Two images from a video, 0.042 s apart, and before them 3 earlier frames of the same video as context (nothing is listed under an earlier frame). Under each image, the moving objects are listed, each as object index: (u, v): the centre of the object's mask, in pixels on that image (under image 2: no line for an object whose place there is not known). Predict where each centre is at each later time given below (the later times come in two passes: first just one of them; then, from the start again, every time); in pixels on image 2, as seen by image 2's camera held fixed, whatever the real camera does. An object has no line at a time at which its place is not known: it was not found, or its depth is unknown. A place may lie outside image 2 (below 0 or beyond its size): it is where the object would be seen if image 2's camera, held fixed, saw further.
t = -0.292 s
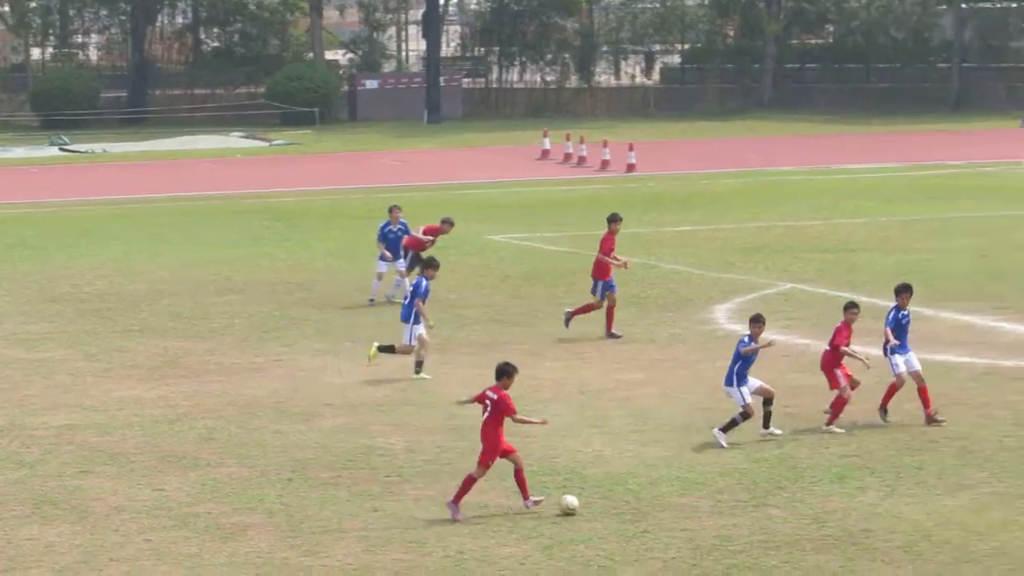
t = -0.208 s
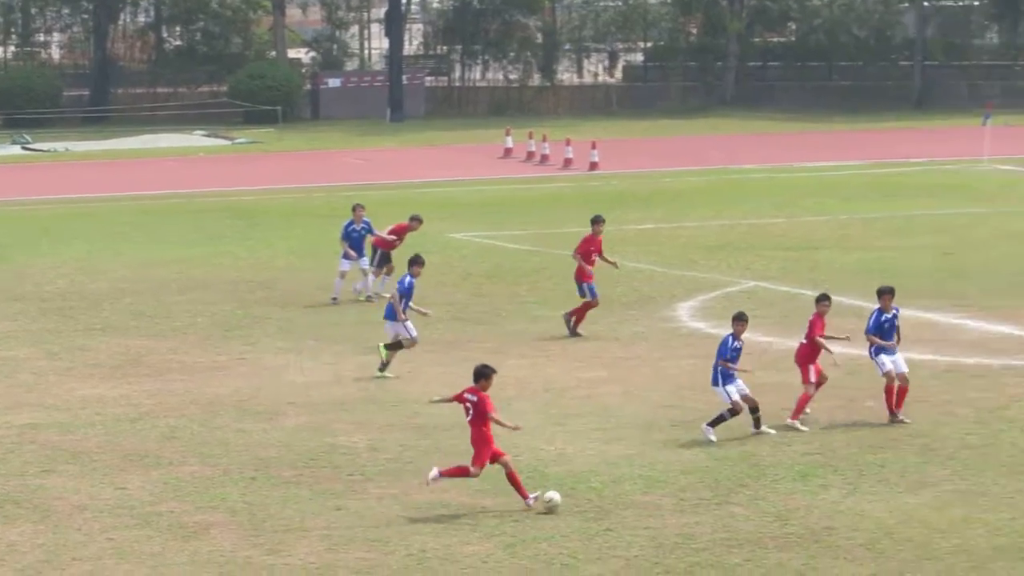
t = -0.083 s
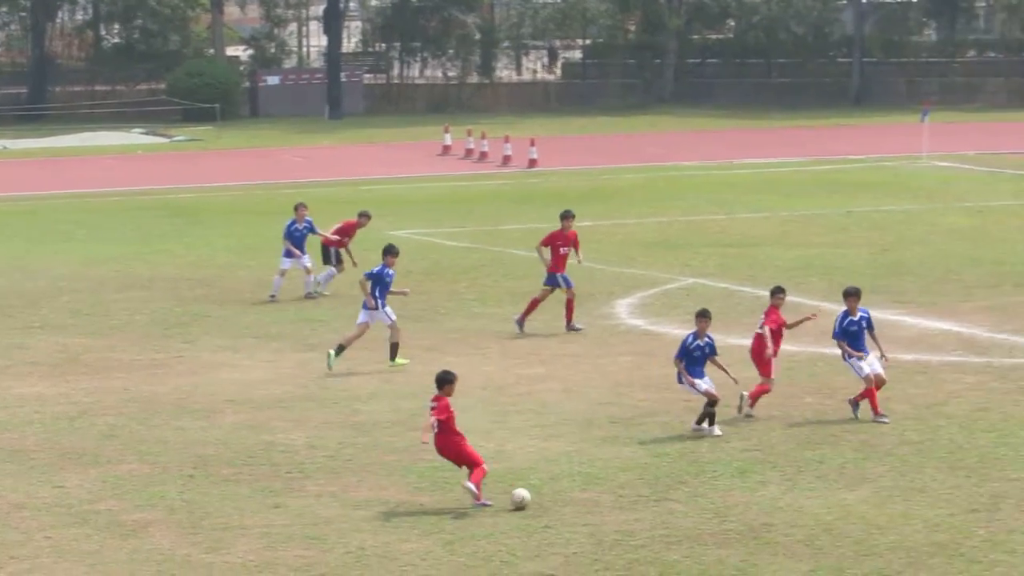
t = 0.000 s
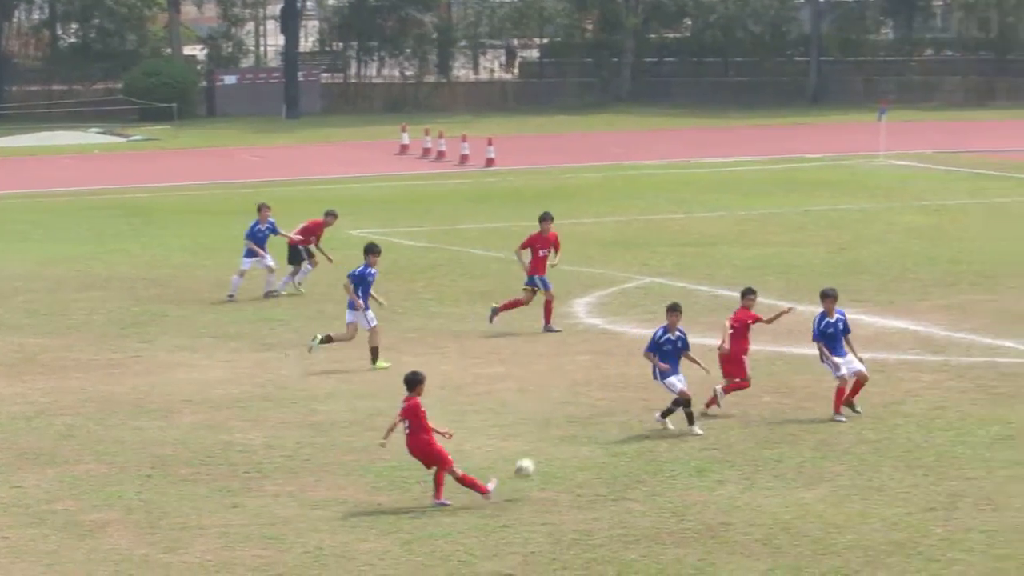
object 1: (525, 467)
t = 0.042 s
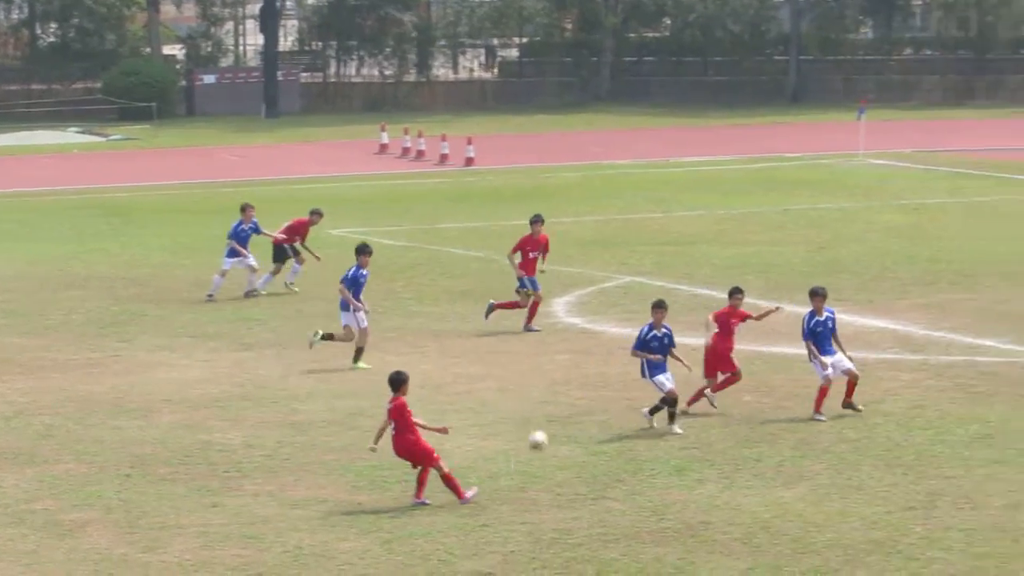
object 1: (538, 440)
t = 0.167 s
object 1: (632, 371)
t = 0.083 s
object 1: (571, 415)
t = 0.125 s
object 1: (601, 393)
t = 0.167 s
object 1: (632, 371)
